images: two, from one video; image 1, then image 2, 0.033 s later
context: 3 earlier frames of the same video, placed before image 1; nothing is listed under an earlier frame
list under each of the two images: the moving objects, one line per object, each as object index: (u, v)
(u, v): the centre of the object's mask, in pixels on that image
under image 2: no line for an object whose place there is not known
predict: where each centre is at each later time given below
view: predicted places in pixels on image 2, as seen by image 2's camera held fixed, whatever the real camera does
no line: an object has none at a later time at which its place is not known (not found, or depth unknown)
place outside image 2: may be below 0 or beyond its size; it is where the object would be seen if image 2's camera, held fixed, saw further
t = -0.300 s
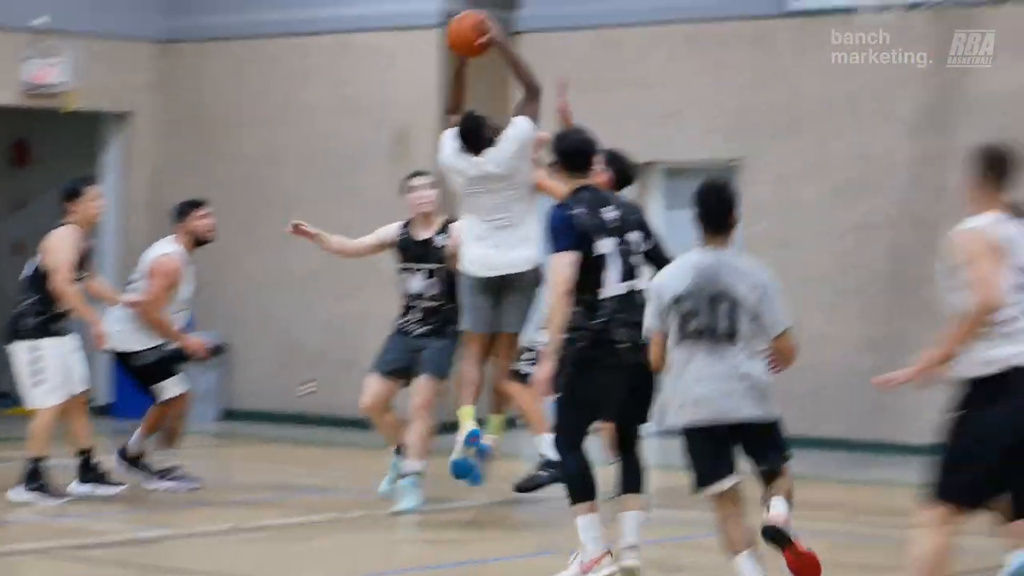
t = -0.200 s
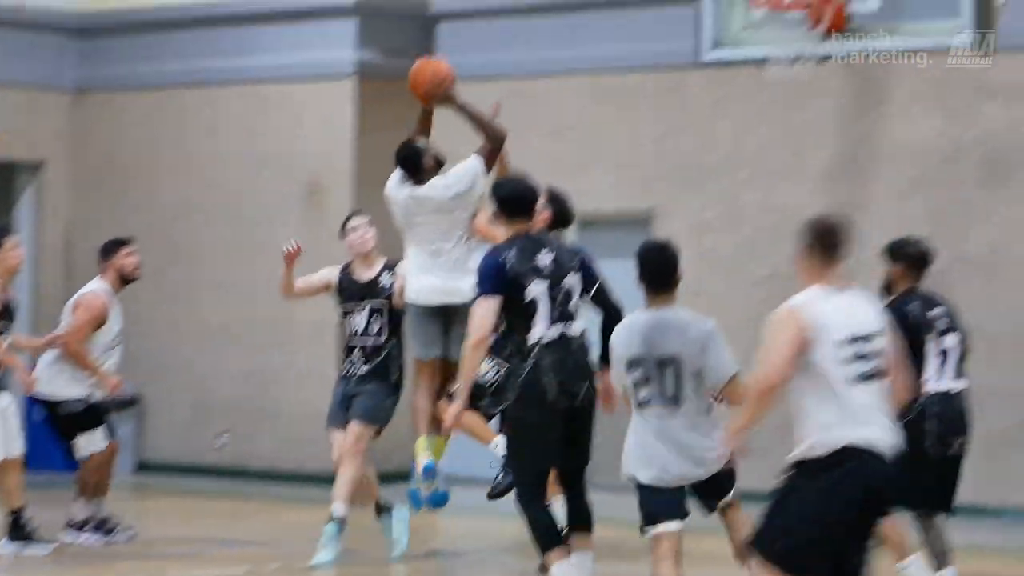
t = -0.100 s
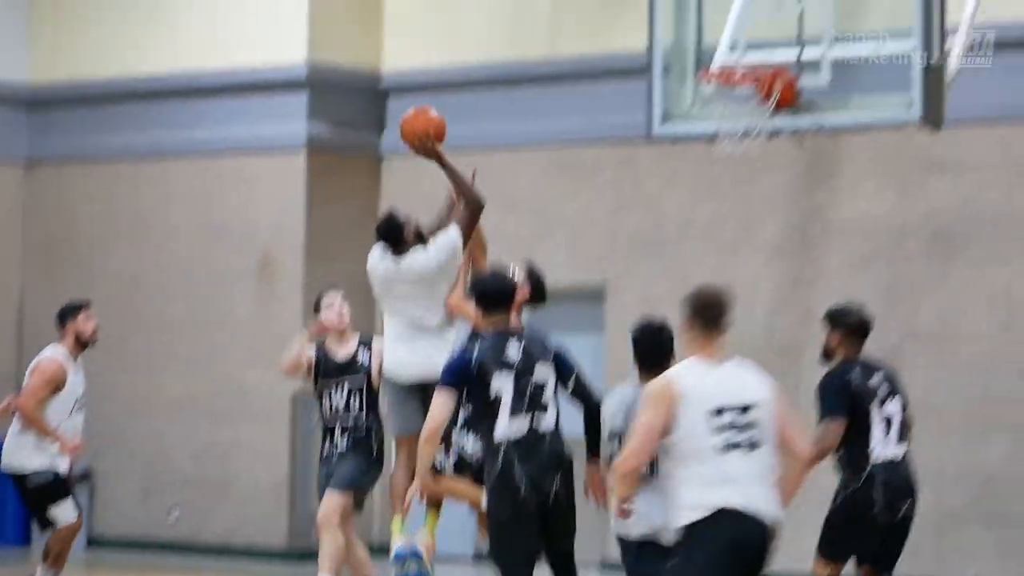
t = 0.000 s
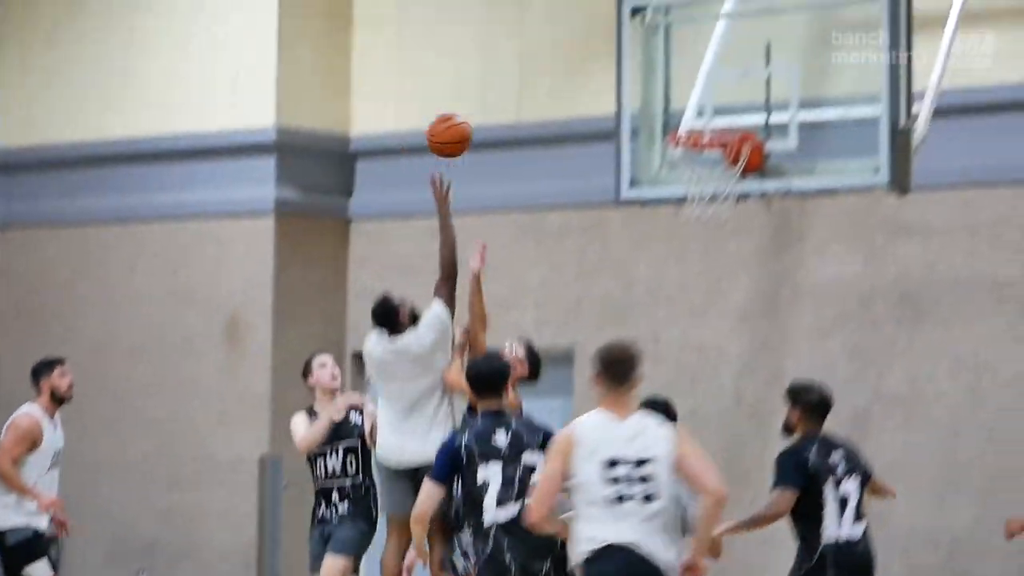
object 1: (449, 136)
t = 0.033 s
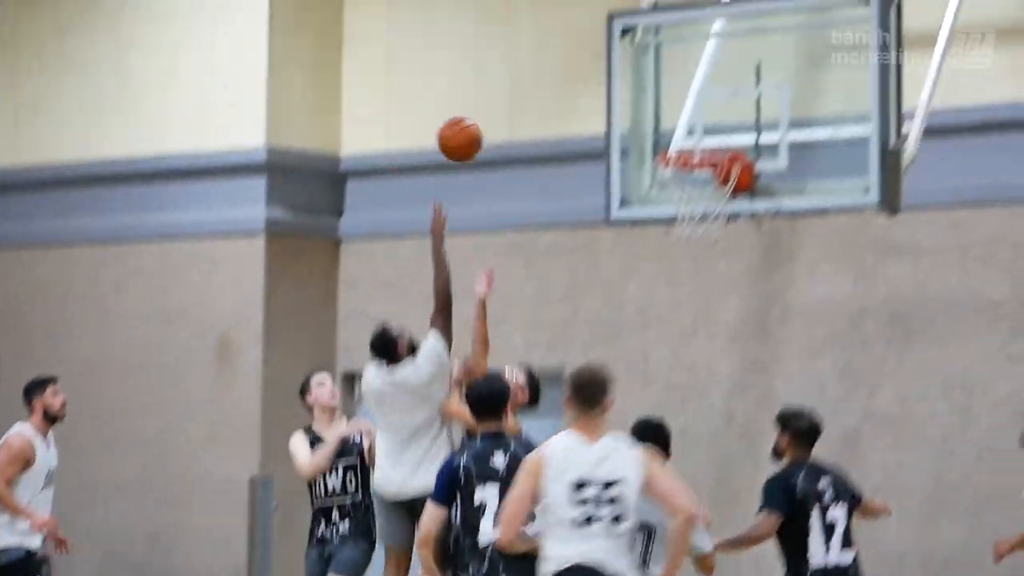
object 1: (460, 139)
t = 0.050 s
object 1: (470, 131)
